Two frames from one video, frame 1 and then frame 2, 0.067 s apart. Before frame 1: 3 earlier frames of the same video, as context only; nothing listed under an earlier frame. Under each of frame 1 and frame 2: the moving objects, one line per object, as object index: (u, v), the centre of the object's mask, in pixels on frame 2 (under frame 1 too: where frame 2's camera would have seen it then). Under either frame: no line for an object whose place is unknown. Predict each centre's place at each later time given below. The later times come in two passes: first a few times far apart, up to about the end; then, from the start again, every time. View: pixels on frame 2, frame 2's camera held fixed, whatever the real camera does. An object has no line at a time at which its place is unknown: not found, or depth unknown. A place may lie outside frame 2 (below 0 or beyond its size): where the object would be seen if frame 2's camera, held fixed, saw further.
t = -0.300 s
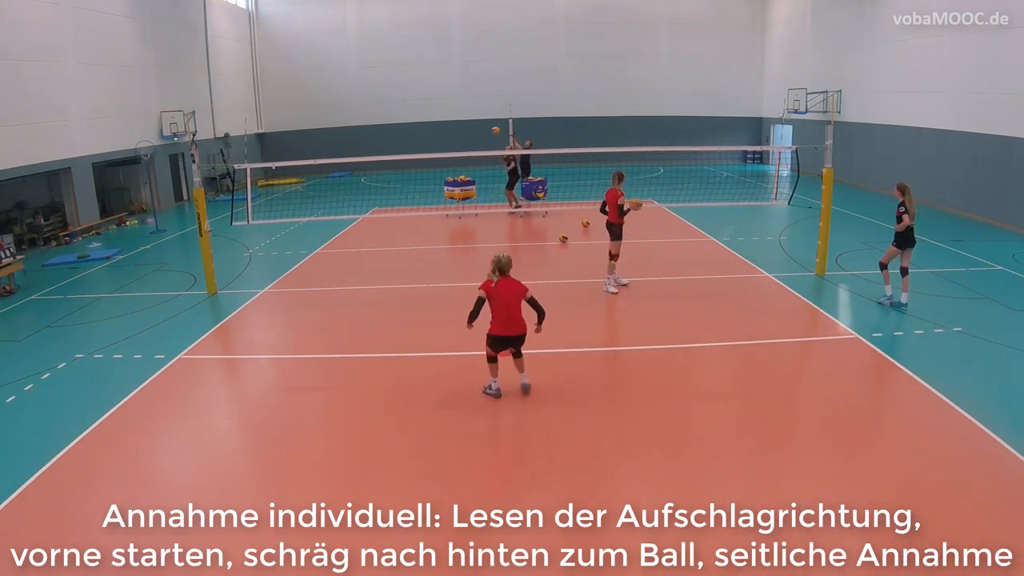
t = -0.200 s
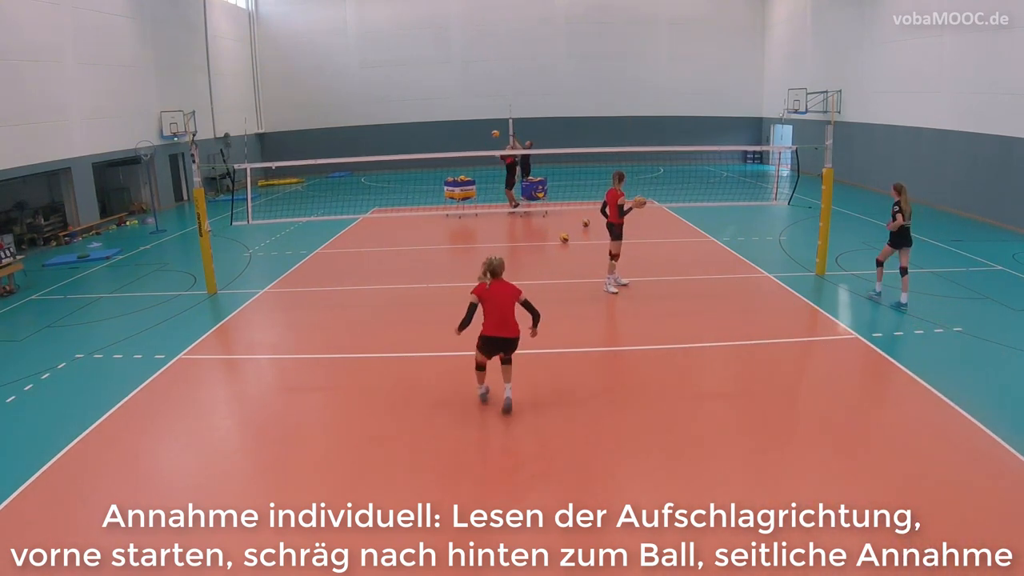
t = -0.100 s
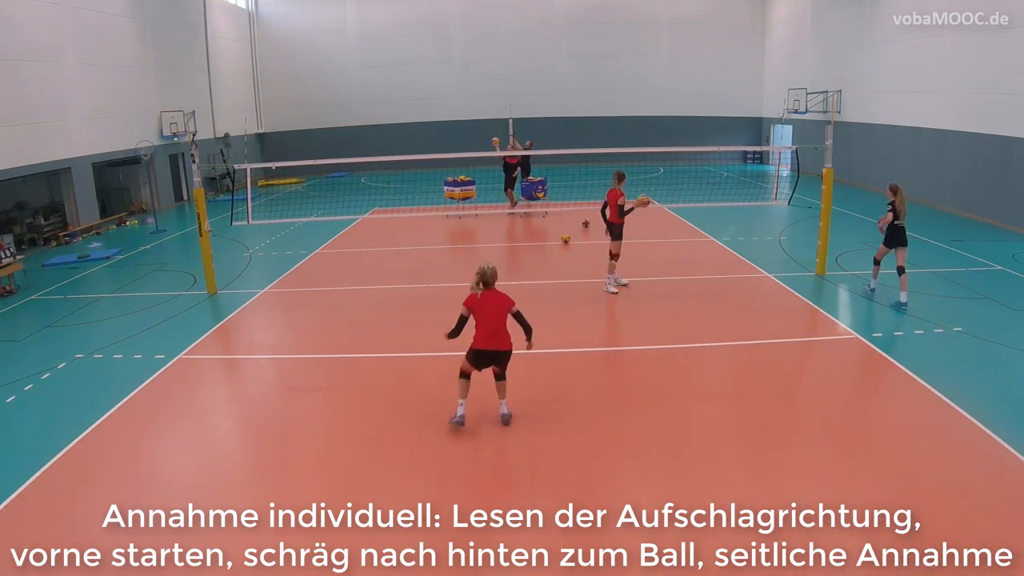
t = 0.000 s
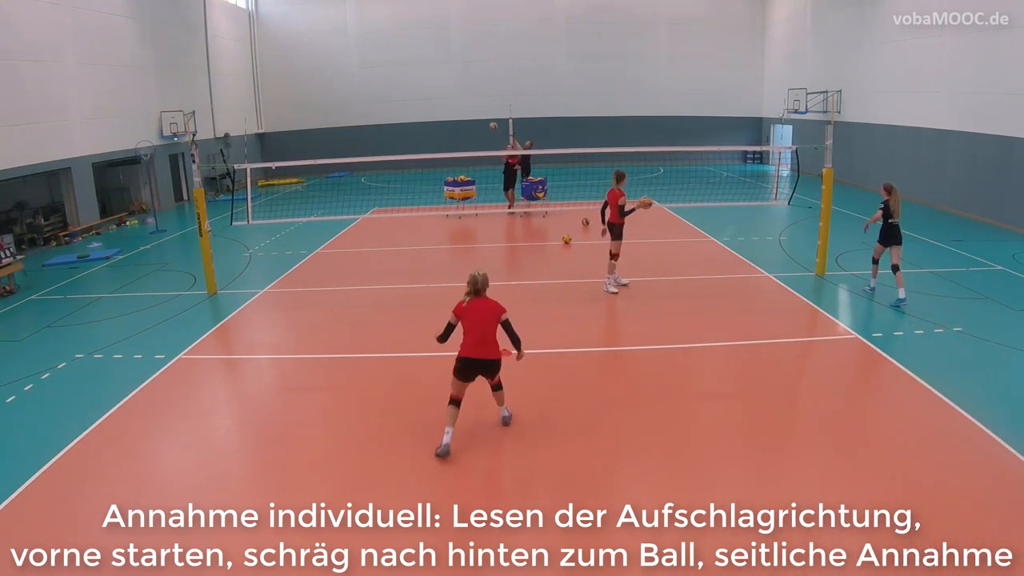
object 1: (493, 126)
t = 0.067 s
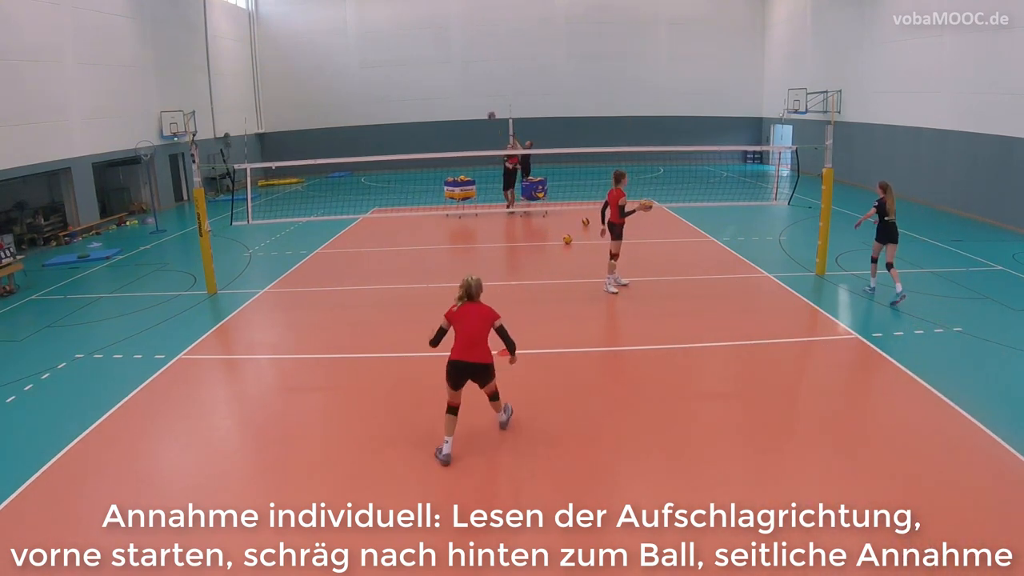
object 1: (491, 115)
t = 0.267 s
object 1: (485, 84)
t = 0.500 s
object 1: (477, 59)
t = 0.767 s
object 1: (464, 64)
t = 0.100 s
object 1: (490, 110)
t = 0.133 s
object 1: (489, 104)
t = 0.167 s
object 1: (488, 99)
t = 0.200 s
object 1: (487, 94)
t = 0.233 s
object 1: (486, 89)
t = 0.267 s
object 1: (485, 84)
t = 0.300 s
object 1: (484, 80)
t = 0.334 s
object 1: (483, 76)
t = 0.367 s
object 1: (482, 71)
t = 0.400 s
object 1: (481, 68)
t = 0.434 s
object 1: (480, 64)
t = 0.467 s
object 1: (478, 62)
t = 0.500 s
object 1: (477, 59)
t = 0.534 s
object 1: (476, 57)
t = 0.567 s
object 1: (475, 55)
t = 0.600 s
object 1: (473, 55)
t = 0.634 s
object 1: (472, 55)
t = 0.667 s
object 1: (470, 55)
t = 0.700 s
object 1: (468, 57)
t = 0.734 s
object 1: (466, 59)
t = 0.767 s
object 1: (464, 64)
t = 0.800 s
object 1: (461, 69)
